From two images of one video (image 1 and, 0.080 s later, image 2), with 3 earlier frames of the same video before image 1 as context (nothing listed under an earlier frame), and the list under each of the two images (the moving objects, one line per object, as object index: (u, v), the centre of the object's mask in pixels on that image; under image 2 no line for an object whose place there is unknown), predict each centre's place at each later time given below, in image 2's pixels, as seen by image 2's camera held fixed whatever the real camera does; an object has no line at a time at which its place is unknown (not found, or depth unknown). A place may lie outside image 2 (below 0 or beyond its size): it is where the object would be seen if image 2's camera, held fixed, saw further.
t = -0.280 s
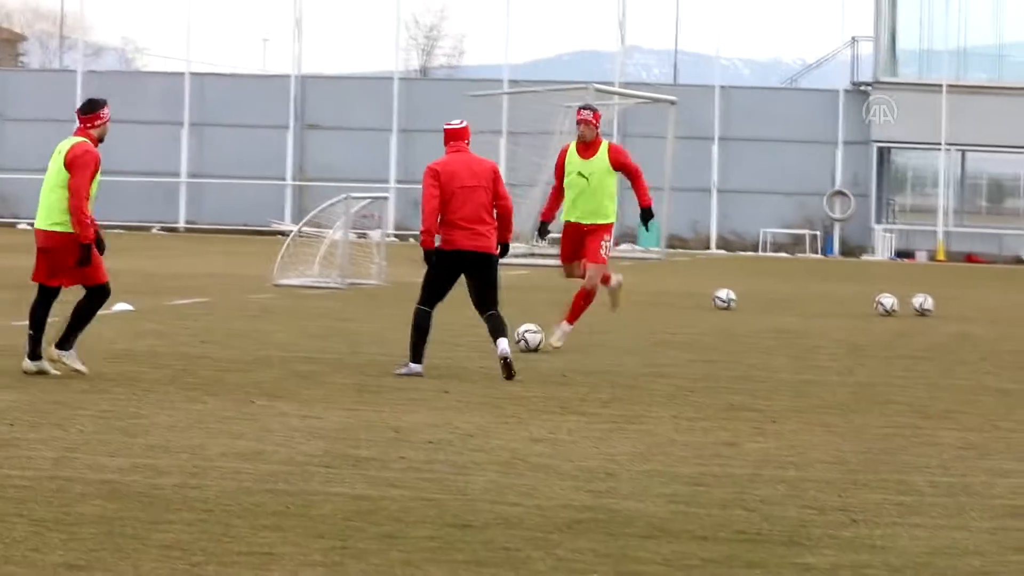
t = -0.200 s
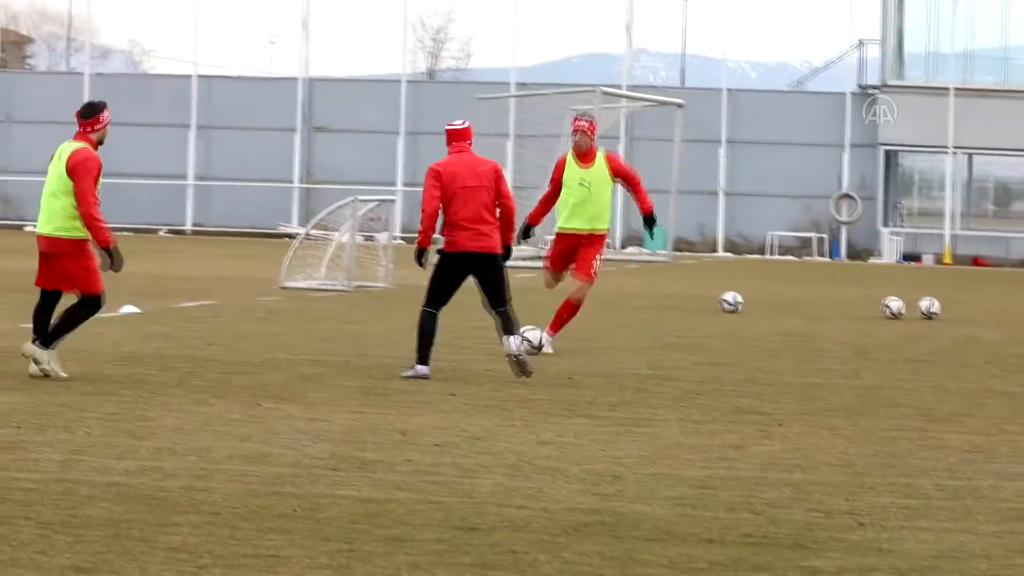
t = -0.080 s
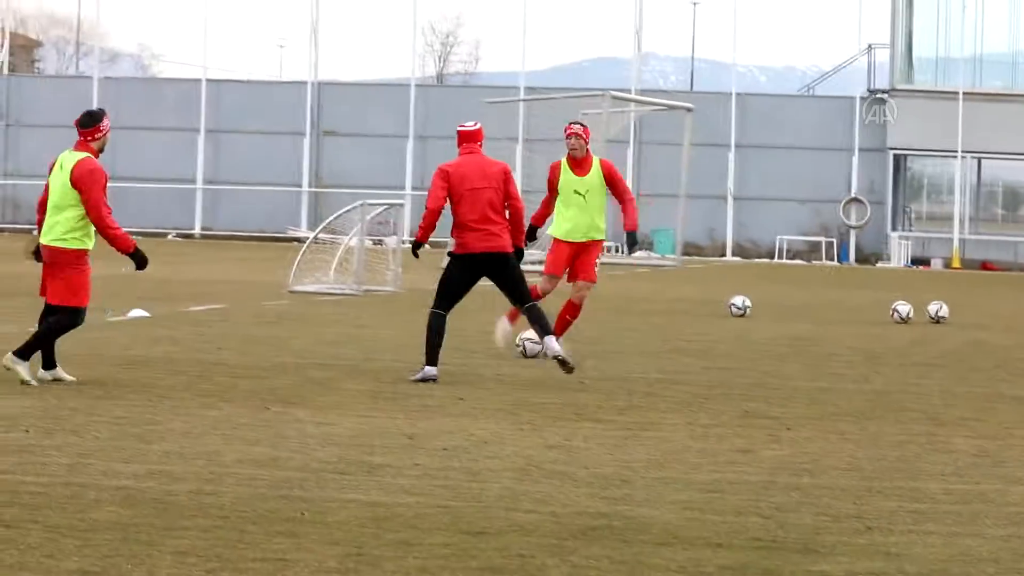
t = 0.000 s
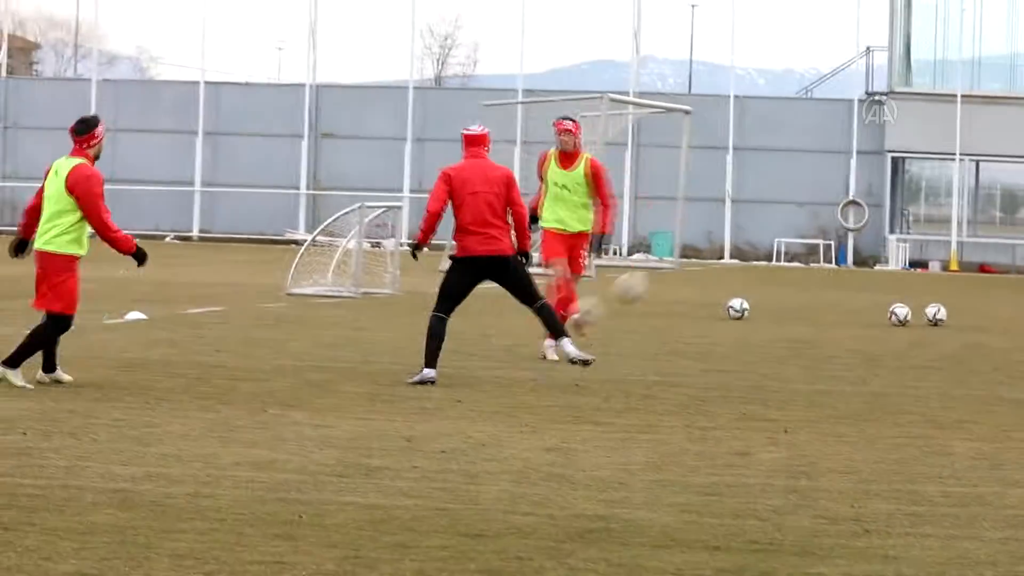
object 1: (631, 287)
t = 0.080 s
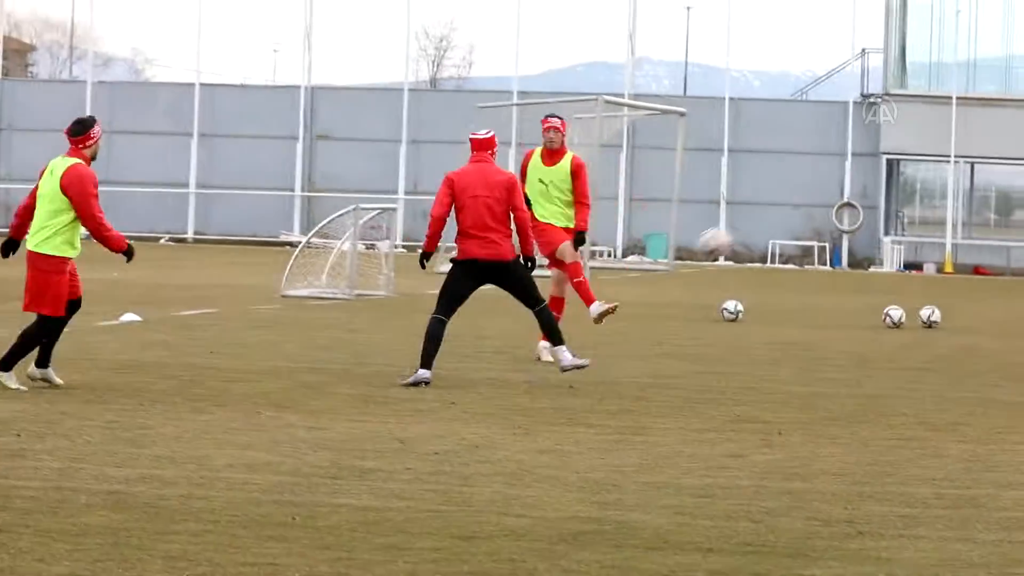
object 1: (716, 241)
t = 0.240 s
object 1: (952, 140)
